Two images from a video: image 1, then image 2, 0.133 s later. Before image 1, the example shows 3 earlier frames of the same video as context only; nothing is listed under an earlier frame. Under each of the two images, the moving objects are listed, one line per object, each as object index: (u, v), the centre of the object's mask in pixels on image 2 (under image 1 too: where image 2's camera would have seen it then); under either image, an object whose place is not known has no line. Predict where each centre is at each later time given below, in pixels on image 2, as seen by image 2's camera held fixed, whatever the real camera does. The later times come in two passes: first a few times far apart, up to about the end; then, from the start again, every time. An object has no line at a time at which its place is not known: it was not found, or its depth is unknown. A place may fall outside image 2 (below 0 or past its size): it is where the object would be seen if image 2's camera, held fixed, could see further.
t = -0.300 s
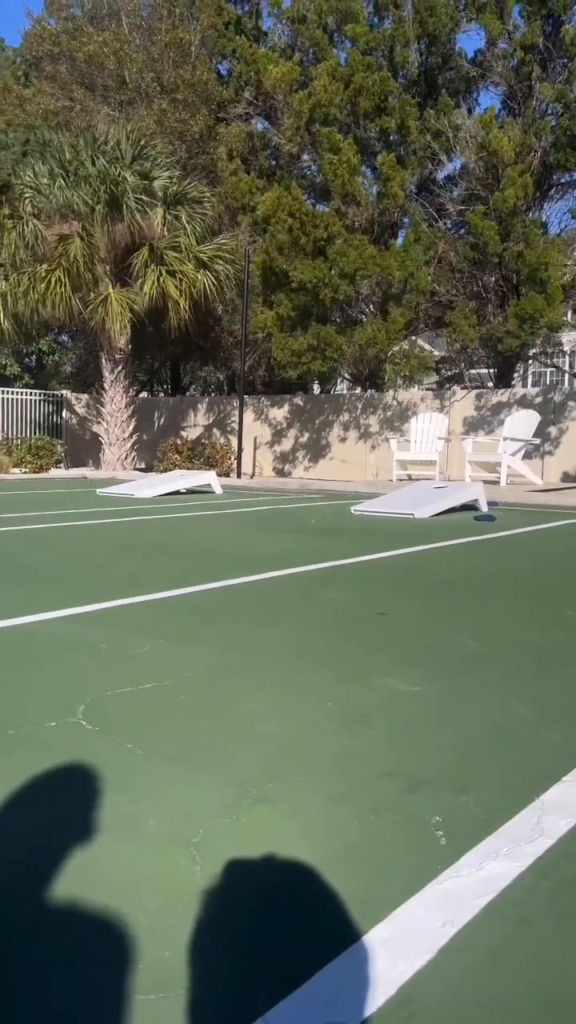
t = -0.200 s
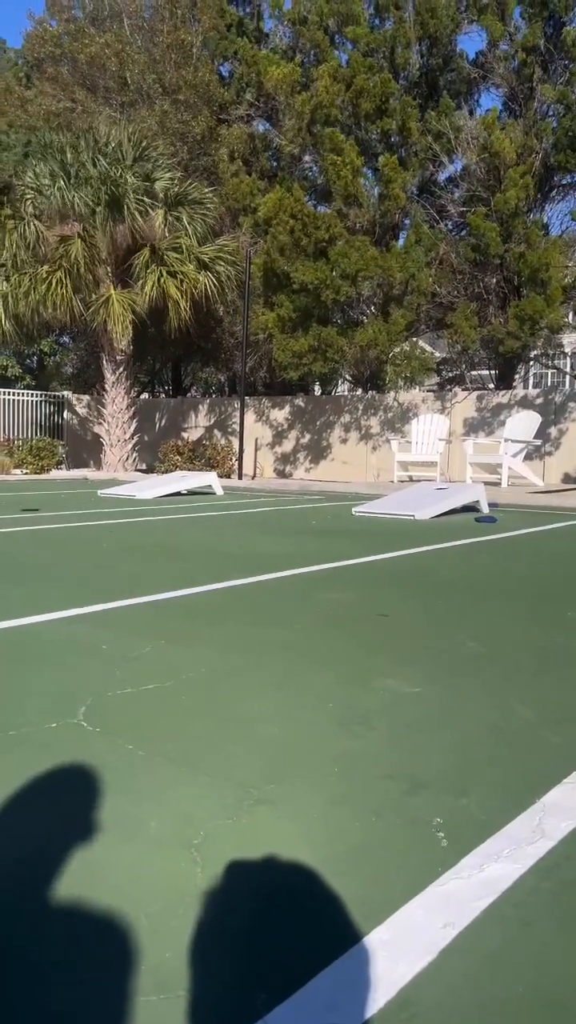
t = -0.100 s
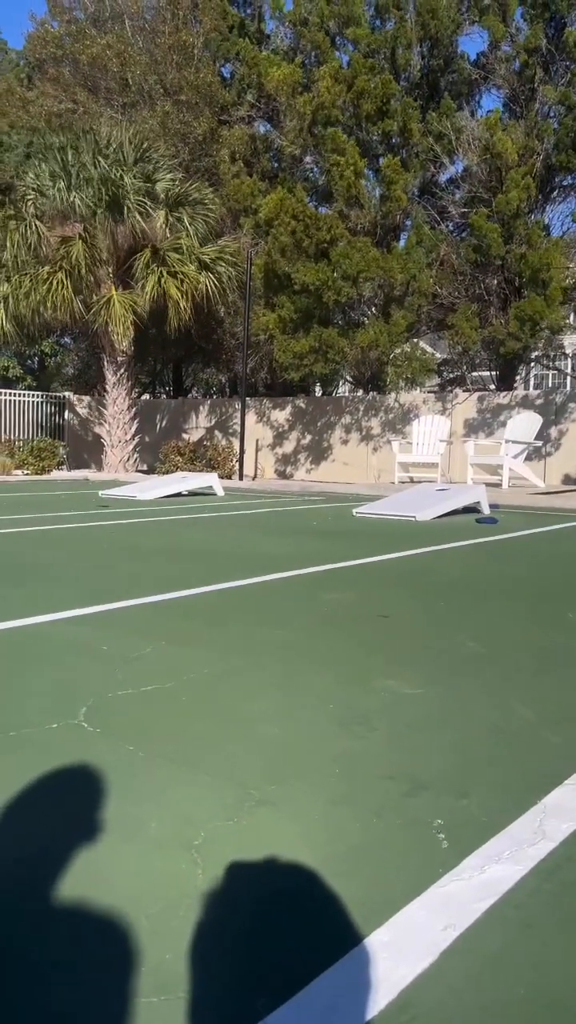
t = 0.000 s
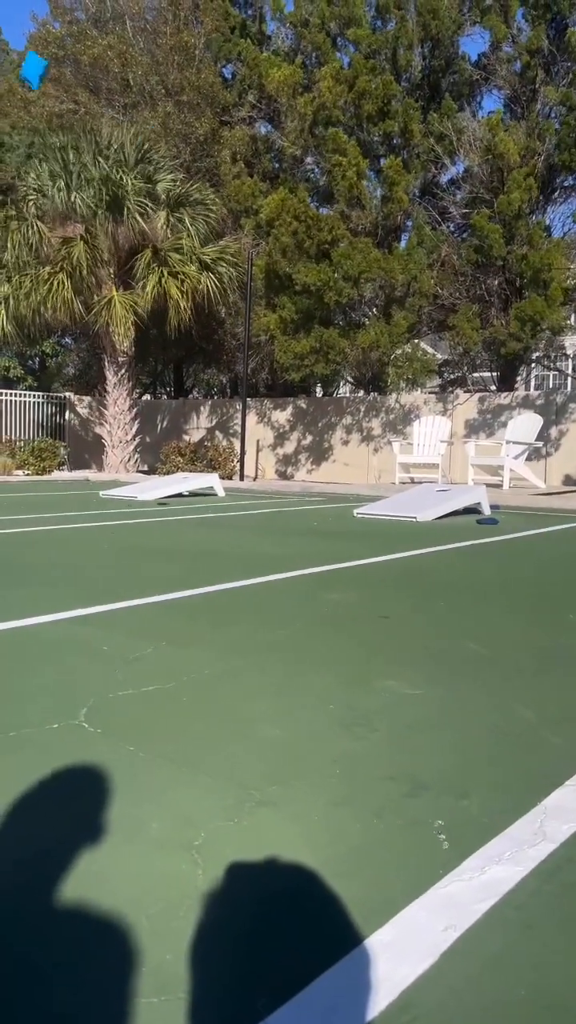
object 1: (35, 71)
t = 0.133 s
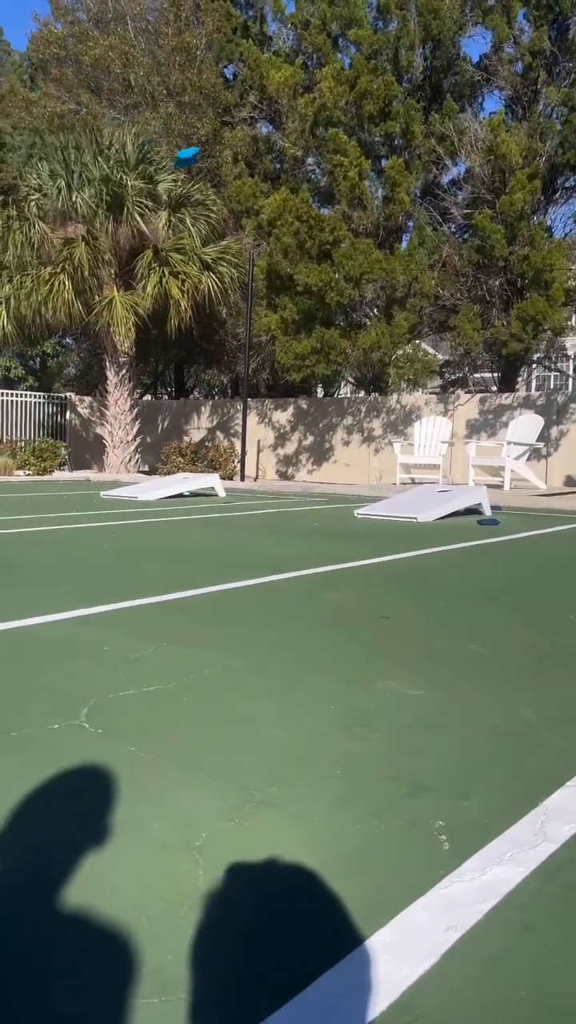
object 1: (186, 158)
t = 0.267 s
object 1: (298, 253)
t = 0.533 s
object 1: (450, 451)
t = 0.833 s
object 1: (508, 509)
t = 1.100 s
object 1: (513, 508)
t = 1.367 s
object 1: (506, 510)
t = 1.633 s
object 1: (506, 511)
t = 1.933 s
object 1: (505, 511)
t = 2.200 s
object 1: (505, 511)
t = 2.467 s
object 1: (506, 512)
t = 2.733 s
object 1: (506, 511)
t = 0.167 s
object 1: (217, 182)
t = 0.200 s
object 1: (246, 205)
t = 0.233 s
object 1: (273, 228)
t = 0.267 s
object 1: (298, 253)
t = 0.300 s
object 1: (322, 278)
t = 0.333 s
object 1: (344, 303)
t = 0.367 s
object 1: (364, 328)
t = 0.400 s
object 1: (384, 352)
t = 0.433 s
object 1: (403, 377)
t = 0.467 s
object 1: (420, 401)
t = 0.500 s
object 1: (435, 426)
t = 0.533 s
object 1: (450, 451)
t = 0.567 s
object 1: (466, 476)
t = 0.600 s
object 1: (481, 503)
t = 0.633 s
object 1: (490, 519)
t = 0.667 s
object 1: (494, 514)
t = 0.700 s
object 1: (497, 511)
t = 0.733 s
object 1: (500, 509)
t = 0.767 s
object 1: (503, 508)
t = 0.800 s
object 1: (505, 508)
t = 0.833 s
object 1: (508, 509)
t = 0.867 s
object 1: (509, 511)
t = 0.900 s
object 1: (511, 512)
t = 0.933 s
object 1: (511, 510)
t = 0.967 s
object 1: (512, 509)
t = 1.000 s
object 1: (512, 509)
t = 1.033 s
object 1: (513, 508)
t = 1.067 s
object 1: (513, 509)
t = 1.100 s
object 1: (513, 508)
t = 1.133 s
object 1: (512, 508)
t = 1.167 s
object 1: (511, 509)
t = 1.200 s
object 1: (511, 510)
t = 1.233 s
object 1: (509, 510)
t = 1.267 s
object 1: (508, 510)
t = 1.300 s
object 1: (507, 510)
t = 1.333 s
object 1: (506, 510)
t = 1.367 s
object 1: (506, 510)
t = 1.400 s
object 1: (506, 510)
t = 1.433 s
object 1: (506, 511)
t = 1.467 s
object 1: (506, 511)
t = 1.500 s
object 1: (506, 511)
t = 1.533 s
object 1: (506, 511)
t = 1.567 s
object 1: (506, 511)
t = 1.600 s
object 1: (506, 511)
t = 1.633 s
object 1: (506, 511)
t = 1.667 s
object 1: (506, 511)
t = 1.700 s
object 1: (506, 511)
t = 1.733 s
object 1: (505, 511)
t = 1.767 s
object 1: (506, 511)
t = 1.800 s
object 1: (506, 511)
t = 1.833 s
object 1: (505, 511)
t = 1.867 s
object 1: (505, 511)
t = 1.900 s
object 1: (505, 511)
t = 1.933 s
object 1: (505, 511)
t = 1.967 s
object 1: (505, 511)
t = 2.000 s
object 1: (505, 511)
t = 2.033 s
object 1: (505, 511)
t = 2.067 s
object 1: (505, 511)
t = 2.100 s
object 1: (505, 511)
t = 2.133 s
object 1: (505, 511)
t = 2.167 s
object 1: (505, 512)
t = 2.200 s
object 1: (505, 511)
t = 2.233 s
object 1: (506, 511)
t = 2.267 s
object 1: (505, 511)
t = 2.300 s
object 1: (505, 512)
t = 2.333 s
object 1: (505, 511)
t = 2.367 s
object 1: (505, 512)
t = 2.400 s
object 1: (505, 512)
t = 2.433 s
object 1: (505, 512)
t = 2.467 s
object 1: (506, 512)
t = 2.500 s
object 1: (506, 512)
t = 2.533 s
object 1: (506, 512)
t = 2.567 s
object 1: (506, 512)
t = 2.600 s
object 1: (506, 512)
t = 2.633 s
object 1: (506, 512)
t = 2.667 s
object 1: (506, 511)
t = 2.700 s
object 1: (506, 511)
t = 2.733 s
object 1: (506, 511)
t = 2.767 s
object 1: (506, 511)
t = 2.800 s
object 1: (506, 511)
